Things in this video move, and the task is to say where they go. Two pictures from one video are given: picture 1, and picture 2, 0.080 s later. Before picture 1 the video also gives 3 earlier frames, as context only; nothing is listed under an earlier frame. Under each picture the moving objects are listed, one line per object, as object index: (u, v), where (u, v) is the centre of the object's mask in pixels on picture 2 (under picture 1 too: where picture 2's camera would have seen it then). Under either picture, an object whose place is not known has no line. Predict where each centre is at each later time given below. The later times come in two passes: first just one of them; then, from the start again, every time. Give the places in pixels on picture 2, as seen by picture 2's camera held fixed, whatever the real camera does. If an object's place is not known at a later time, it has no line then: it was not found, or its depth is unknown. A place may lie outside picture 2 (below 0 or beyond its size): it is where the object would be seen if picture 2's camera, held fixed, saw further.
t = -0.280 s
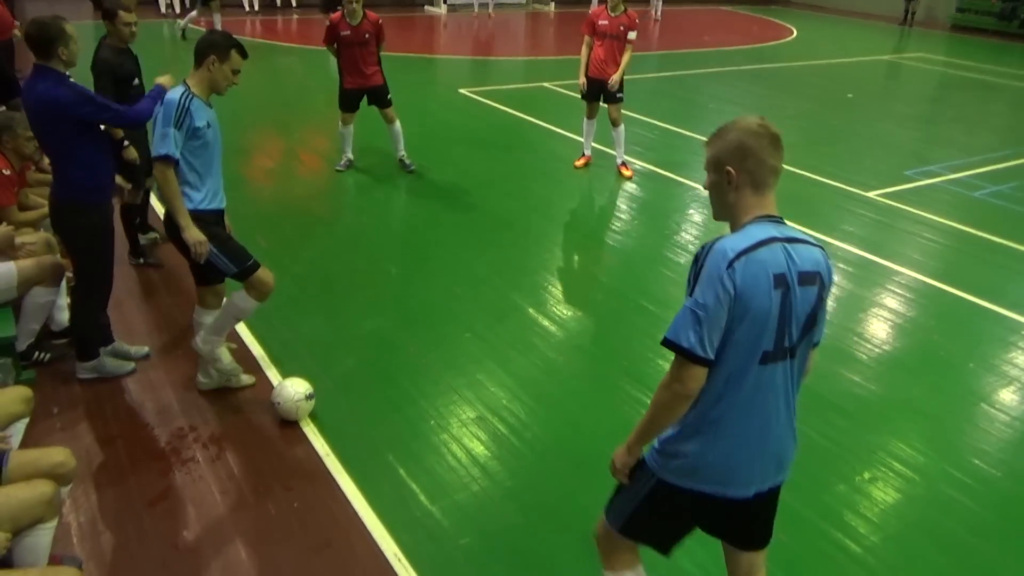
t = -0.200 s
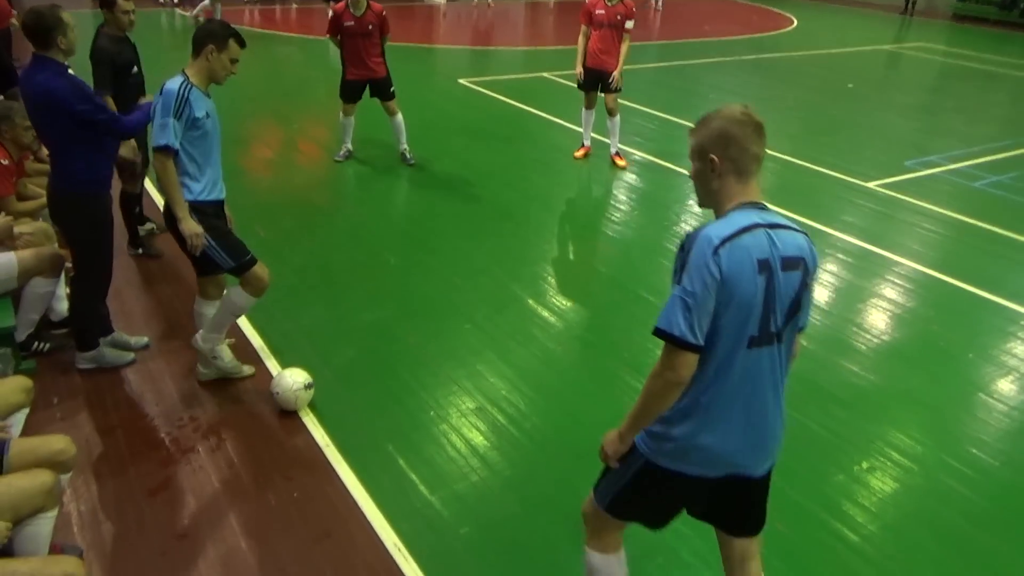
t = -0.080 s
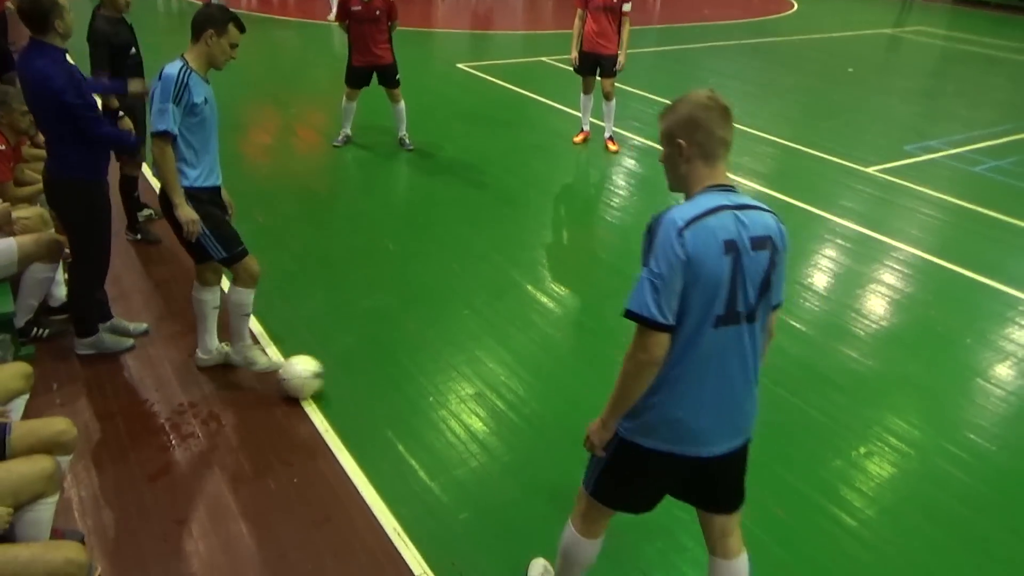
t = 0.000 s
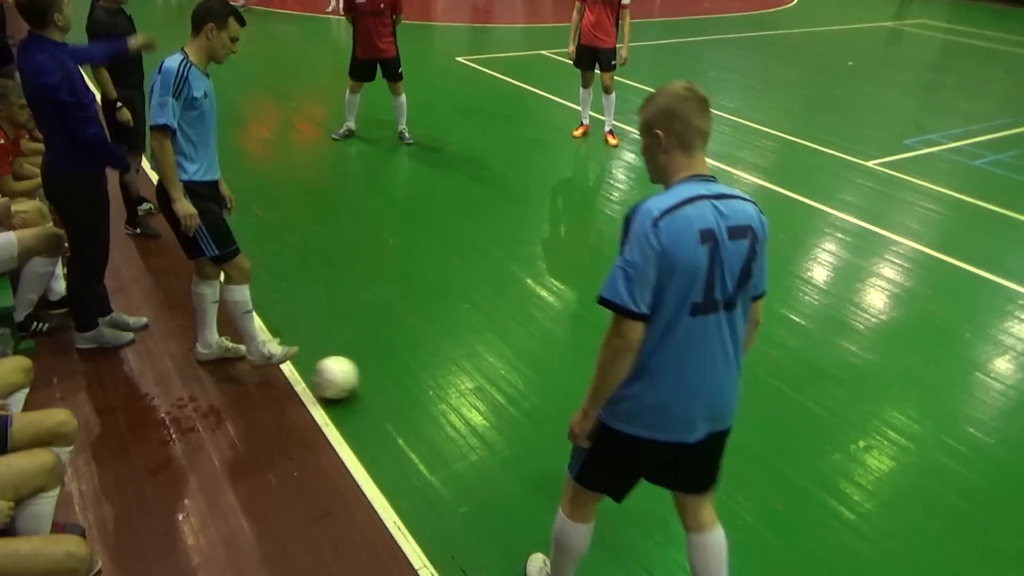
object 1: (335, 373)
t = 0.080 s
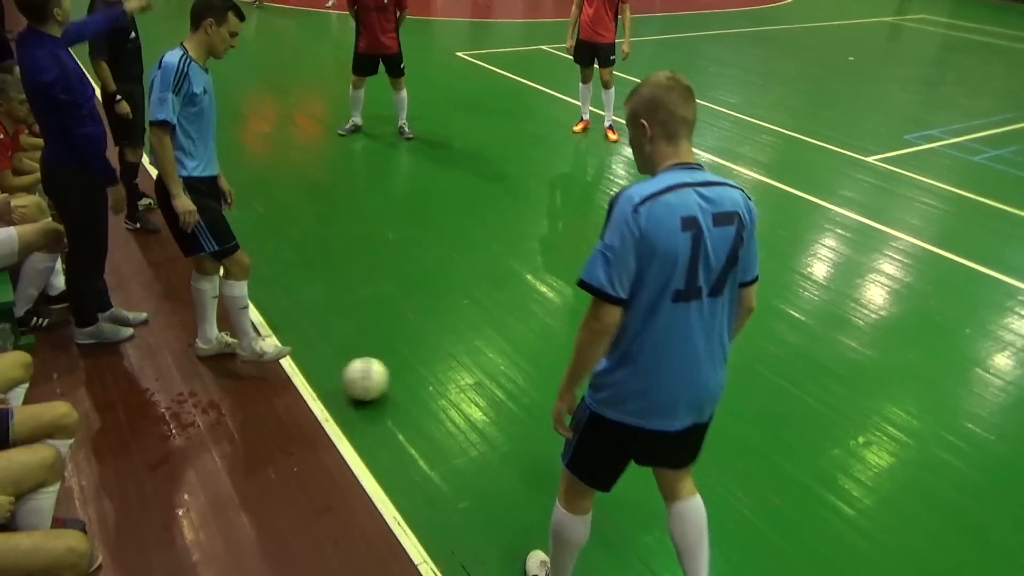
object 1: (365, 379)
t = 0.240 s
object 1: (422, 389)
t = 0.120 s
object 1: (380, 382)
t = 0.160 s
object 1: (394, 384)
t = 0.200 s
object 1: (408, 386)
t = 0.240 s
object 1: (422, 389)
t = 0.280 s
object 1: (436, 391)
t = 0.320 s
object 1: (451, 394)
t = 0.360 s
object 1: (466, 396)
